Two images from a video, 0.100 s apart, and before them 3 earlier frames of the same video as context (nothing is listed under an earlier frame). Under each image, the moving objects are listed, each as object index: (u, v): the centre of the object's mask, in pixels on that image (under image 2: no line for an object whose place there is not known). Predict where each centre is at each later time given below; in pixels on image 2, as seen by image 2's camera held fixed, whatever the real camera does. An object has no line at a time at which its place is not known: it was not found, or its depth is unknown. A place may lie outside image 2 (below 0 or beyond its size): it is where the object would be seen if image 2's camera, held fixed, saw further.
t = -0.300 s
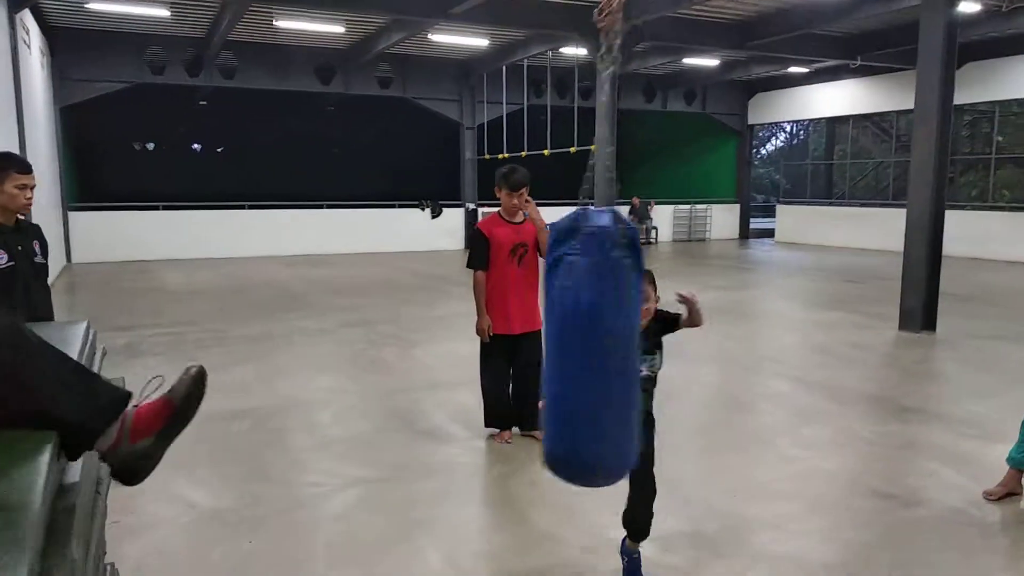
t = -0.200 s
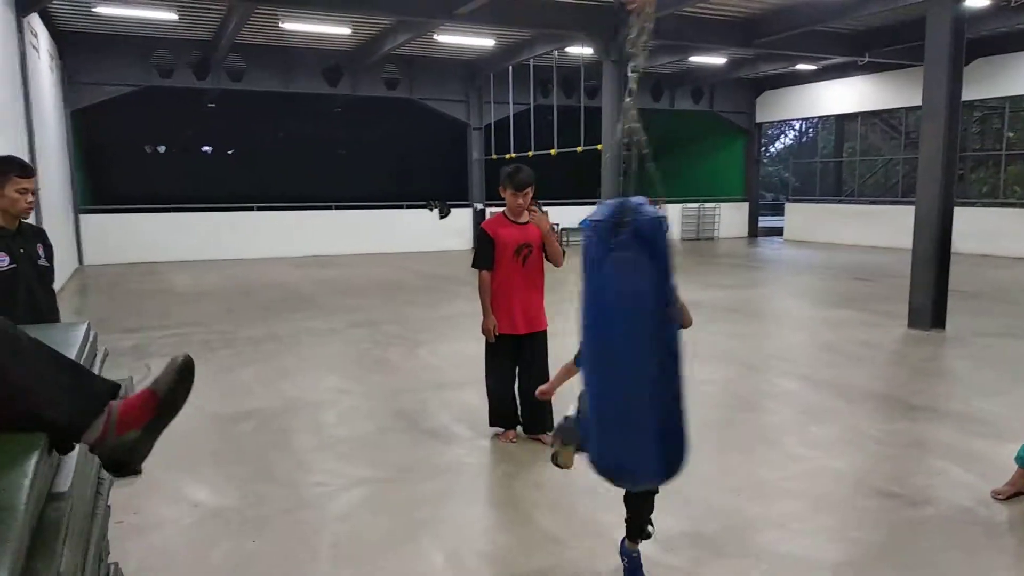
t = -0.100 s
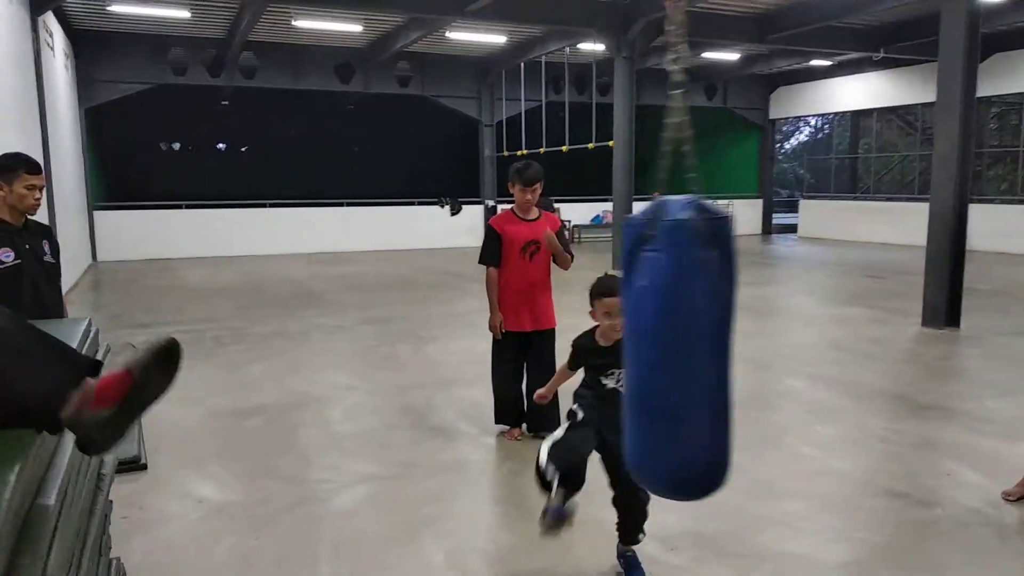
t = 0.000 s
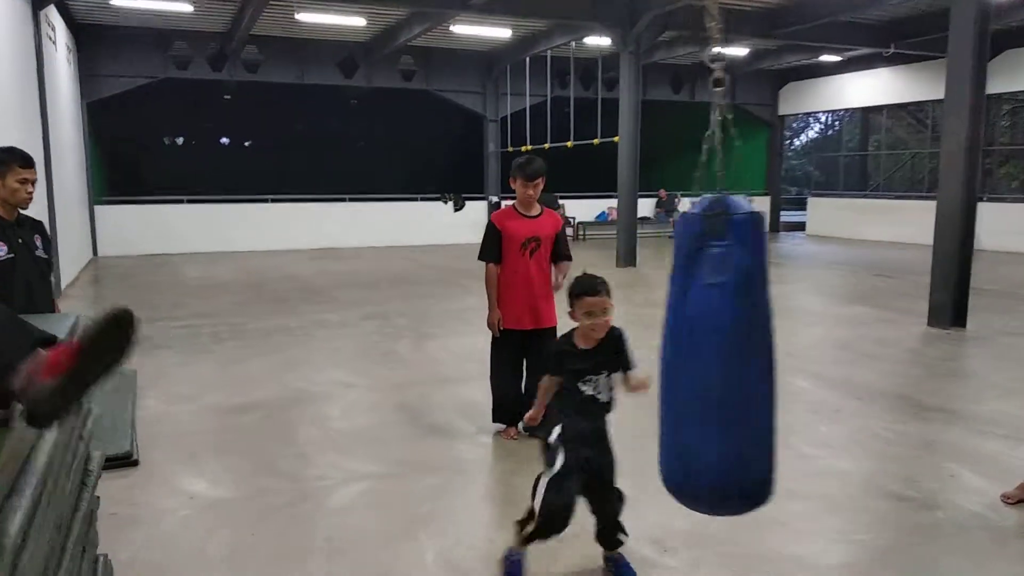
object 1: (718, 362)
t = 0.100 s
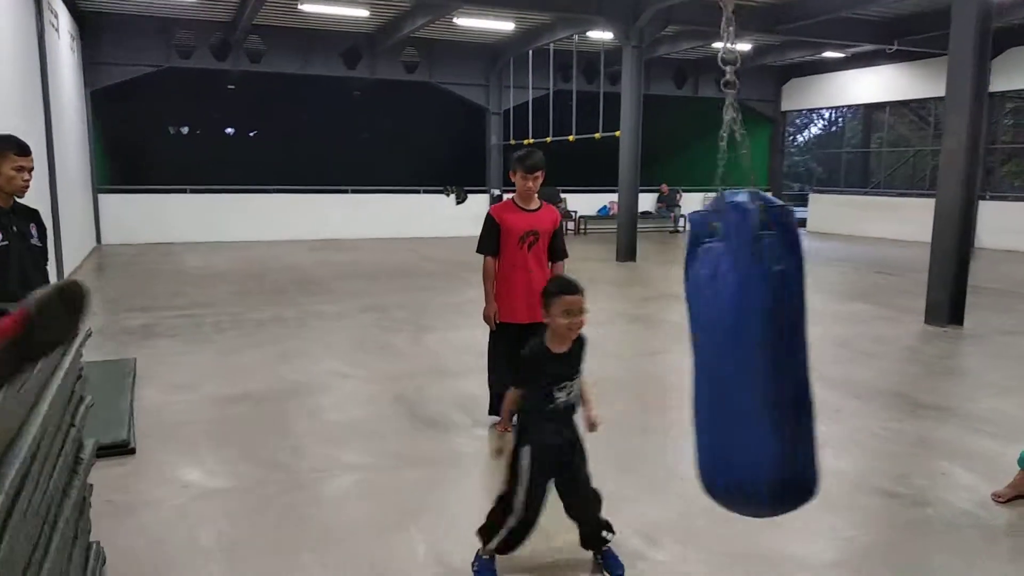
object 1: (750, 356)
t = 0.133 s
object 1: (765, 356)
